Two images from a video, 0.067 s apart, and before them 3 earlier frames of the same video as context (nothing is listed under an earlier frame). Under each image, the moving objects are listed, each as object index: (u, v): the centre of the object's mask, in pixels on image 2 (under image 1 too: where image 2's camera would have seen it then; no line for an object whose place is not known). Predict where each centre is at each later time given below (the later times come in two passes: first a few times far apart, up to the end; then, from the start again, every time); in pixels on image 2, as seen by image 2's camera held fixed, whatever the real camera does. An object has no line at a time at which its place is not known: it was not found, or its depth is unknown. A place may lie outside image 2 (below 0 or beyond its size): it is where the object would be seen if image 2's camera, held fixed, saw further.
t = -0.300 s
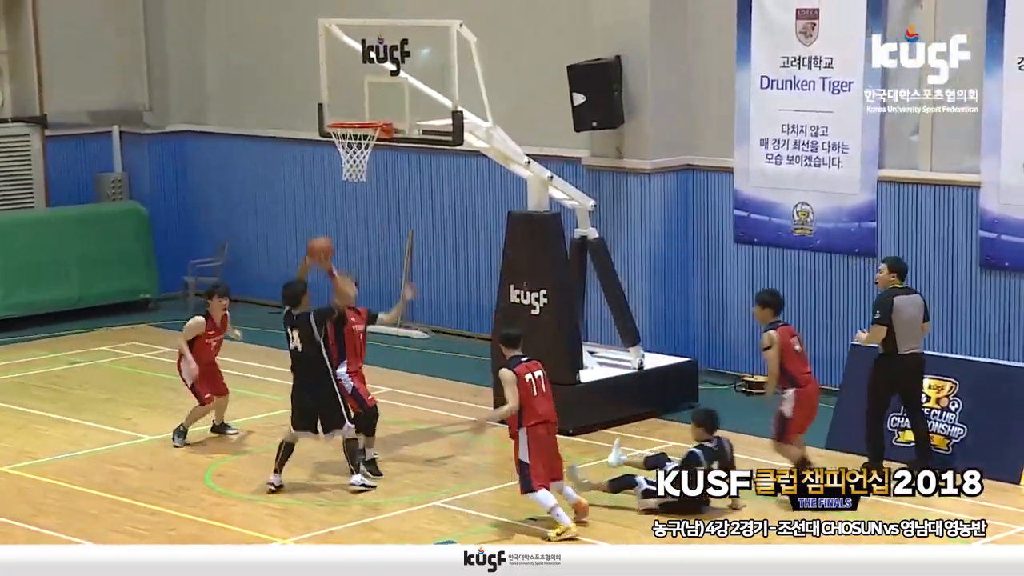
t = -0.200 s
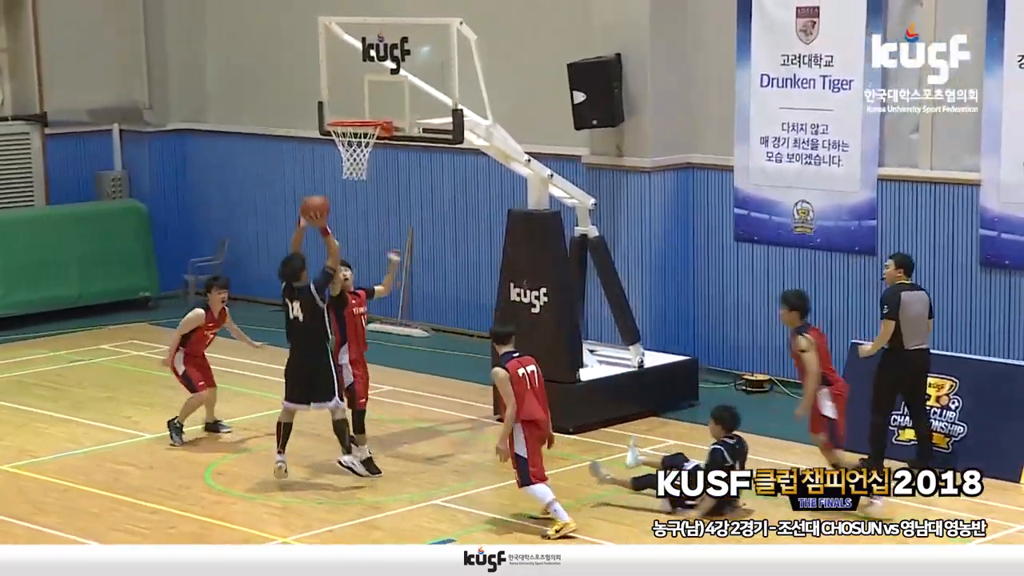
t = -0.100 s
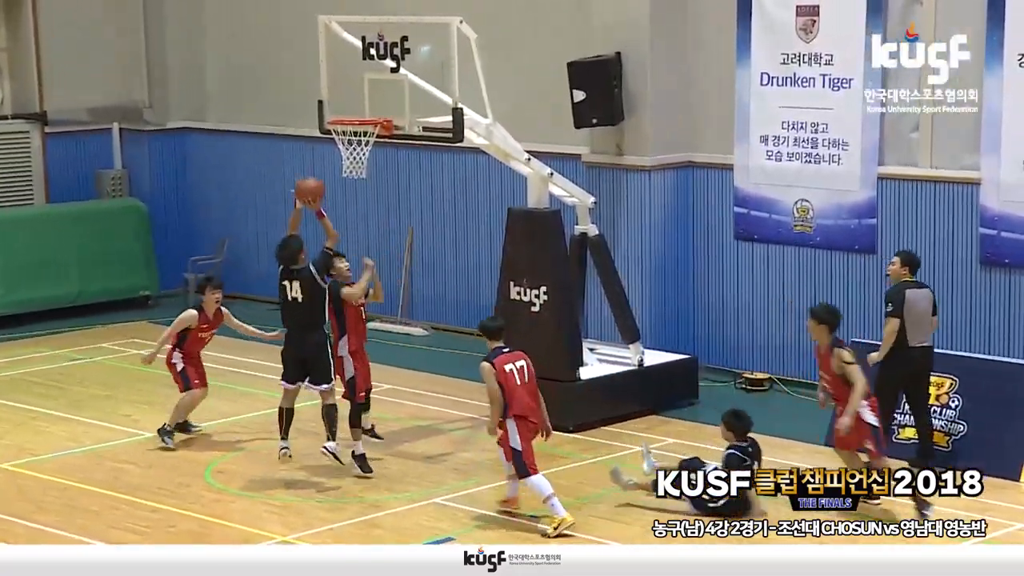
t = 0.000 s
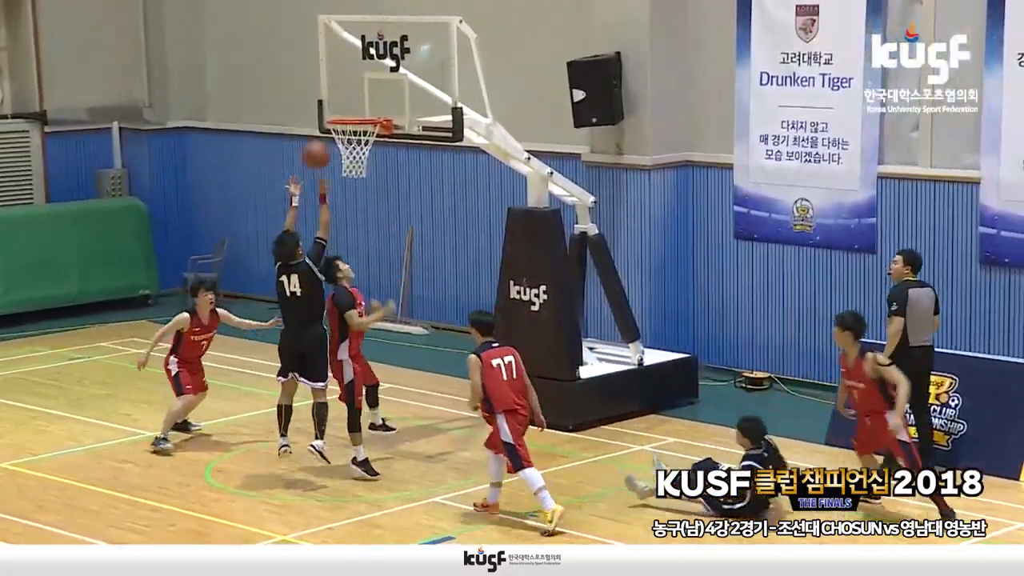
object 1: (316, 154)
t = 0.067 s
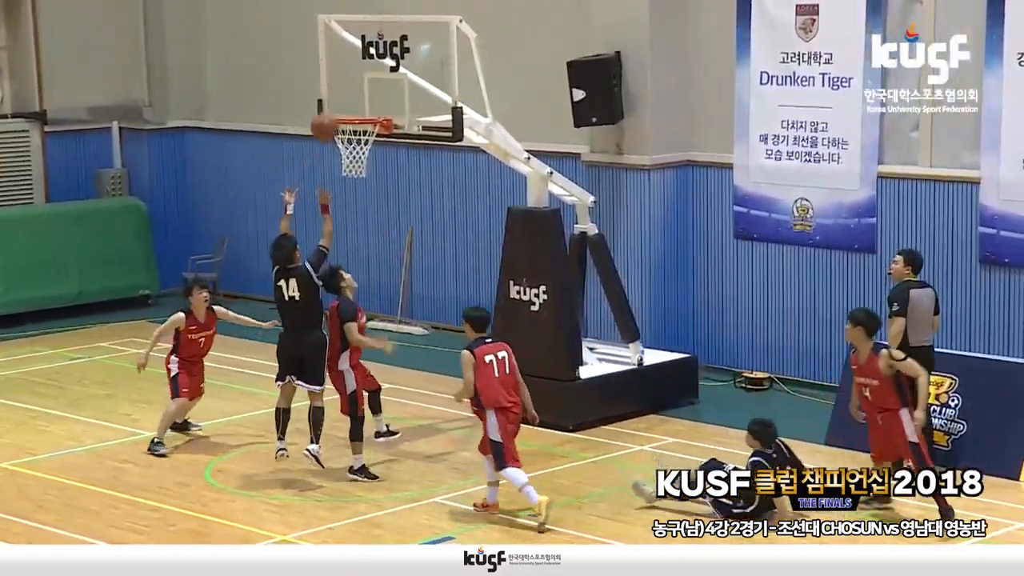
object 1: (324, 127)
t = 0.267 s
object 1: (353, 74)
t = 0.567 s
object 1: (348, 93)
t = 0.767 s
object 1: (362, 111)
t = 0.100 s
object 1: (330, 115)
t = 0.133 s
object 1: (335, 103)
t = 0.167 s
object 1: (339, 94)
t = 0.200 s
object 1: (344, 86)
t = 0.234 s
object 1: (348, 80)
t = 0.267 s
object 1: (353, 74)
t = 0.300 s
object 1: (358, 69)
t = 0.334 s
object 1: (363, 65)
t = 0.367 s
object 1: (367, 63)
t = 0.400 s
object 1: (372, 63)
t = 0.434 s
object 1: (370, 65)
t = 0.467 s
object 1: (364, 71)
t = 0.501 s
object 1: (359, 76)
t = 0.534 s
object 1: (354, 84)
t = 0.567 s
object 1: (348, 93)
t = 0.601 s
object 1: (343, 103)
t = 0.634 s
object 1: (338, 110)
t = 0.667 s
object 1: (346, 111)
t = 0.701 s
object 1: (353, 112)
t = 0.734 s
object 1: (361, 112)
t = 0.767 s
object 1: (362, 111)
